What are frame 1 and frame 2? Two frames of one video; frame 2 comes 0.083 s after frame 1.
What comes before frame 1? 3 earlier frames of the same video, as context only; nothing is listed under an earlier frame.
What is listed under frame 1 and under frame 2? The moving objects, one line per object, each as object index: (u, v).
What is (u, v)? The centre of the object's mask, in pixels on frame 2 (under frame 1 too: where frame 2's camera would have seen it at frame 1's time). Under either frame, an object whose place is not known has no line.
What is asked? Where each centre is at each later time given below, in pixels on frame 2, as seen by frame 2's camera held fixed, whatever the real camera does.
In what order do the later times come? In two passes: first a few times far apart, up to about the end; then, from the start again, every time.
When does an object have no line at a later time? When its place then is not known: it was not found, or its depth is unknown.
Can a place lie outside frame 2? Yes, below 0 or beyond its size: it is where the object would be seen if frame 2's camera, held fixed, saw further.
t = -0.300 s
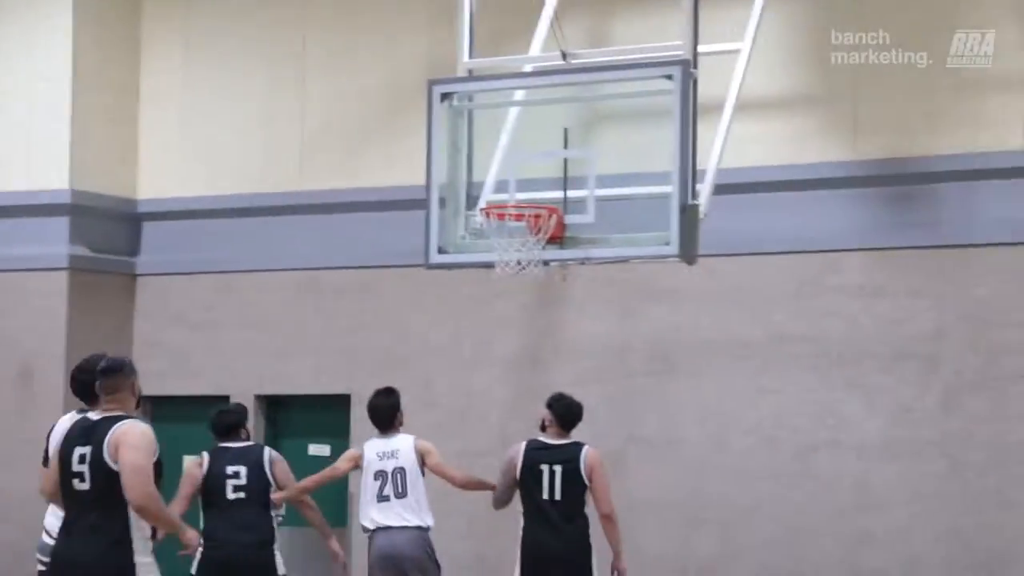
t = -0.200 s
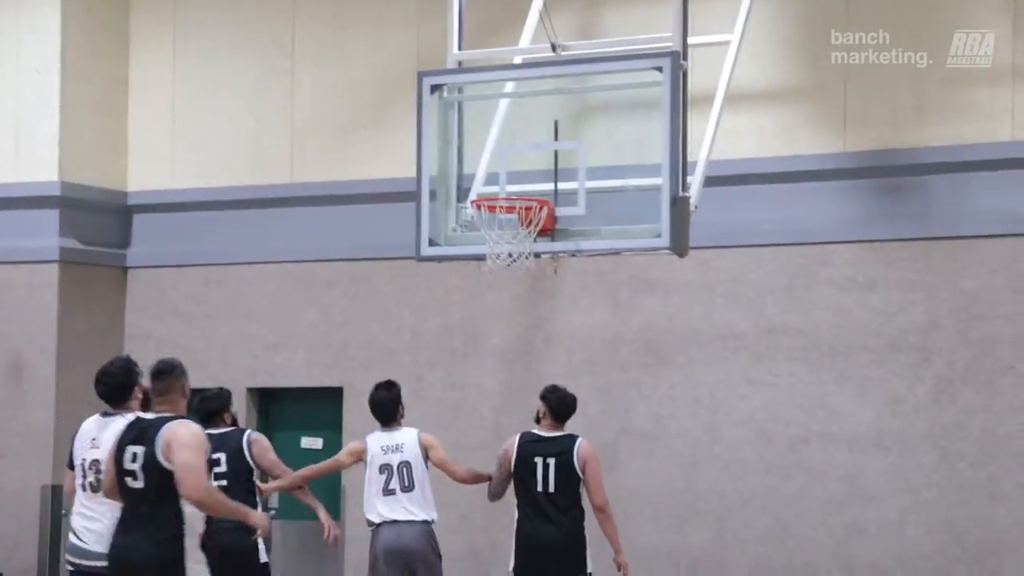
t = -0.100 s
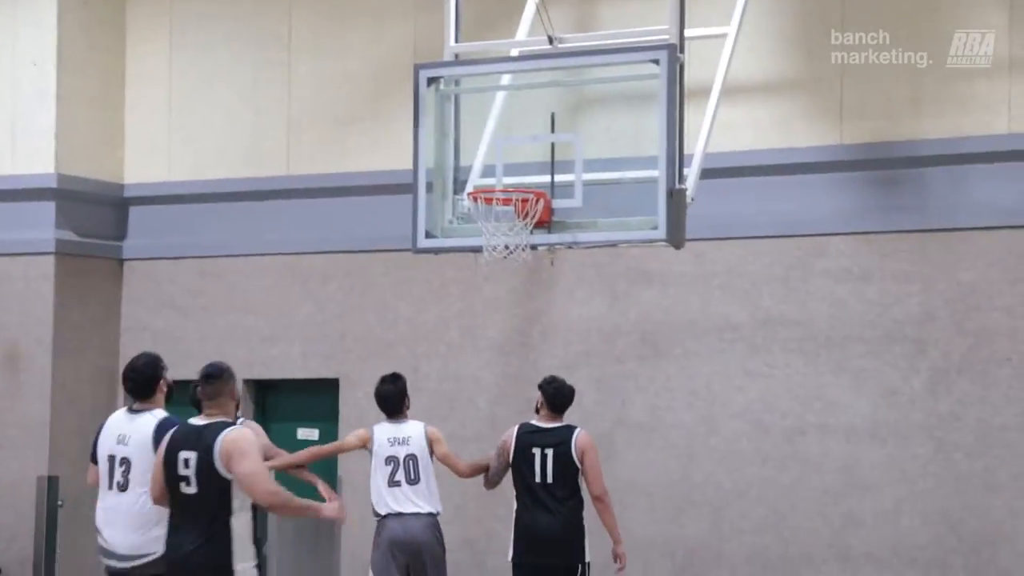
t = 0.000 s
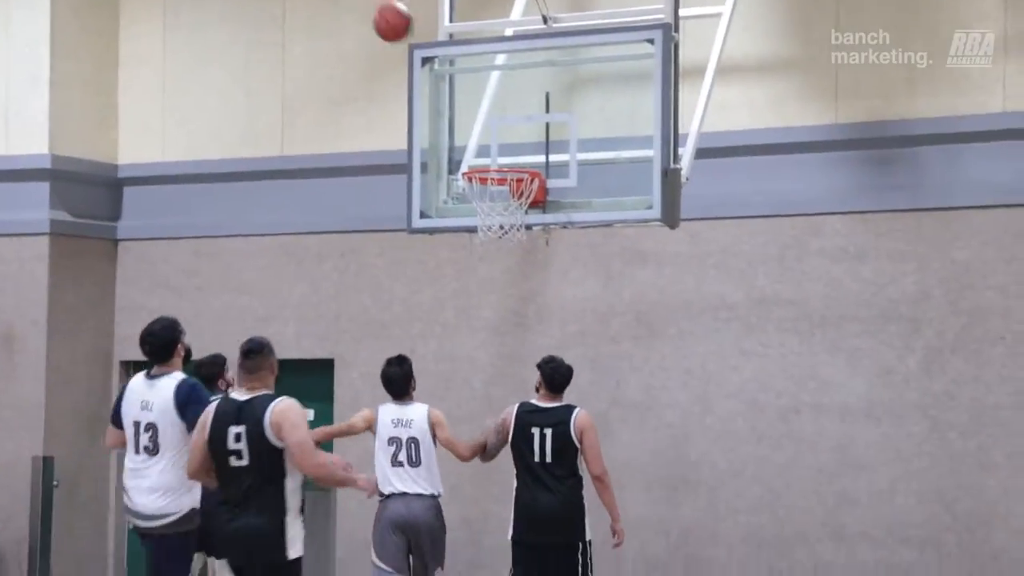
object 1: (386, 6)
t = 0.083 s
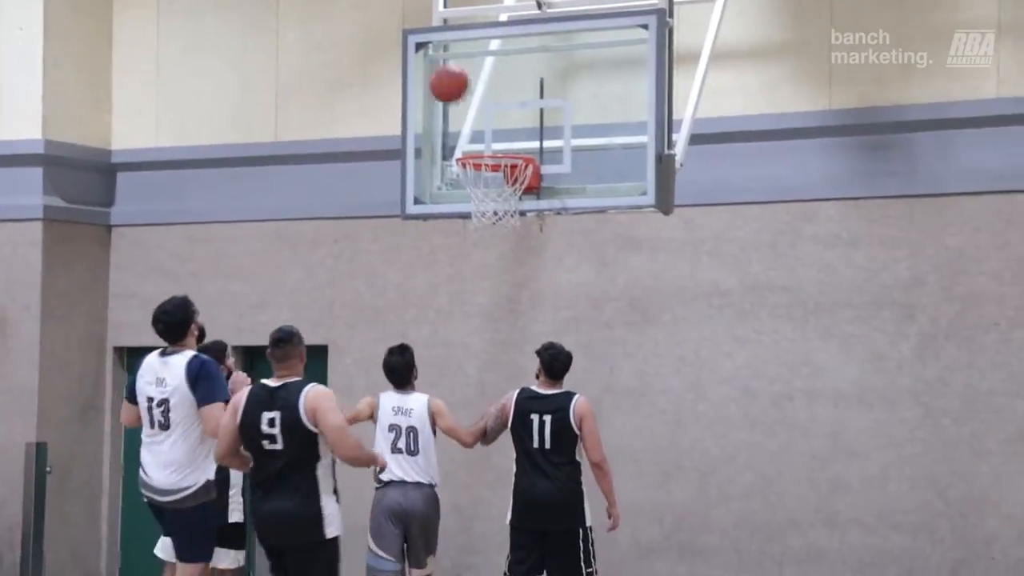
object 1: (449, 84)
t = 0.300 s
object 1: (478, 164)
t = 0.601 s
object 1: (529, 208)
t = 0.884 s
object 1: (523, 307)
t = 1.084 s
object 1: (519, 455)
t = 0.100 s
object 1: (461, 100)
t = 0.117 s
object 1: (473, 117)
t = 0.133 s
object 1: (486, 134)
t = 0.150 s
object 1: (496, 144)
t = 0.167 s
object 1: (503, 151)
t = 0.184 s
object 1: (507, 153)
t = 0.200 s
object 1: (512, 157)
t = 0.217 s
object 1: (508, 159)
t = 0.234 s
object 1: (501, 163)
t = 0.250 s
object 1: (491, 165)
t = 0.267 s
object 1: (485, 165)
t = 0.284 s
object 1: (482, 164)
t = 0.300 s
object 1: (478, 164)
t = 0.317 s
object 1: (477, 165)
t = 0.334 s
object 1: (481, 167)
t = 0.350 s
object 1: (486, 172)
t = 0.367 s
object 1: (490, 173)
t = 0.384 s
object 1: (496, 176)
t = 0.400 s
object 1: (503, 177)
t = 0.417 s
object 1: (509, 179)
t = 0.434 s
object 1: (516, 181)
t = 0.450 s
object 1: (519, 184)
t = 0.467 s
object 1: (522, 185)
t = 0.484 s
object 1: (526, 180)
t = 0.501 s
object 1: (522, 181)
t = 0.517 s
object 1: (526, 205)
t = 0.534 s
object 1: (528, 205)
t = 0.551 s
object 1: (528, 206)
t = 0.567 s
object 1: (529, 207)
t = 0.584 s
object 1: (529, 207)
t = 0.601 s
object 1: (529, 208)
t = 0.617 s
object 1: (529, 209)
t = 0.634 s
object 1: (529, 211)
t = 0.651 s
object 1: (529, 214)
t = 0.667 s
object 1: (528, 217)
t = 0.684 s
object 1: (528, 220)
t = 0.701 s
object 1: (528, 225)
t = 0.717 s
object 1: (527, 230)
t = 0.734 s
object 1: (527, 236)
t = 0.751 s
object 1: (526, 242)
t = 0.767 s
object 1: (526, 249)
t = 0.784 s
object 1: (526, 256)
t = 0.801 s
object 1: (525, 263)
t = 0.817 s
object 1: (525, 271)
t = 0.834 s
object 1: (524, 280)
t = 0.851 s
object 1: (524, 288)
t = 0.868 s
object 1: (524, 297)
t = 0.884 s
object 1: (523, 307)
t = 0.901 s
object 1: (523, 317)
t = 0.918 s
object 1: (522, 327)
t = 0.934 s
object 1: (522, 338)
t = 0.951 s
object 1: (521, 350)
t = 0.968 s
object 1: (521, 362)
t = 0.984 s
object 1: (521, 373)
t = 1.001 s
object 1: (520, 386)
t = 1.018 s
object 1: (520, 399)
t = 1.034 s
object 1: (520, 413)
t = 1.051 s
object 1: (519, 425)
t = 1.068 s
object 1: (520, 440)
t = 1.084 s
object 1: (519, 455)
